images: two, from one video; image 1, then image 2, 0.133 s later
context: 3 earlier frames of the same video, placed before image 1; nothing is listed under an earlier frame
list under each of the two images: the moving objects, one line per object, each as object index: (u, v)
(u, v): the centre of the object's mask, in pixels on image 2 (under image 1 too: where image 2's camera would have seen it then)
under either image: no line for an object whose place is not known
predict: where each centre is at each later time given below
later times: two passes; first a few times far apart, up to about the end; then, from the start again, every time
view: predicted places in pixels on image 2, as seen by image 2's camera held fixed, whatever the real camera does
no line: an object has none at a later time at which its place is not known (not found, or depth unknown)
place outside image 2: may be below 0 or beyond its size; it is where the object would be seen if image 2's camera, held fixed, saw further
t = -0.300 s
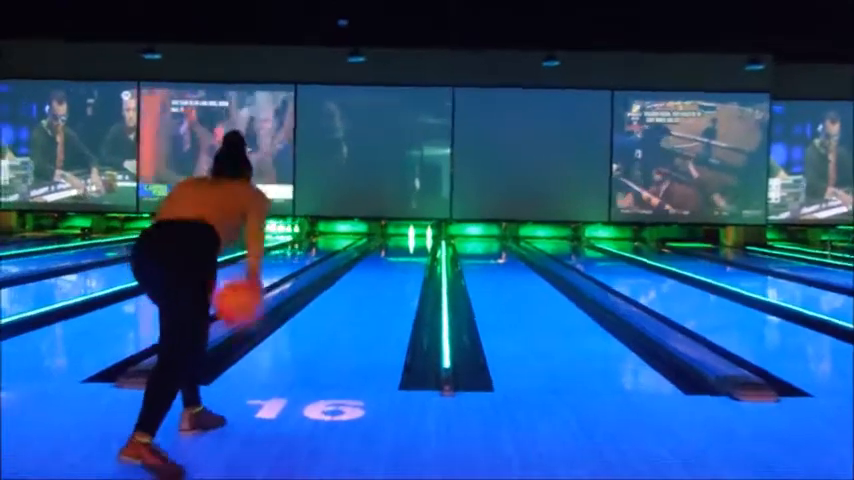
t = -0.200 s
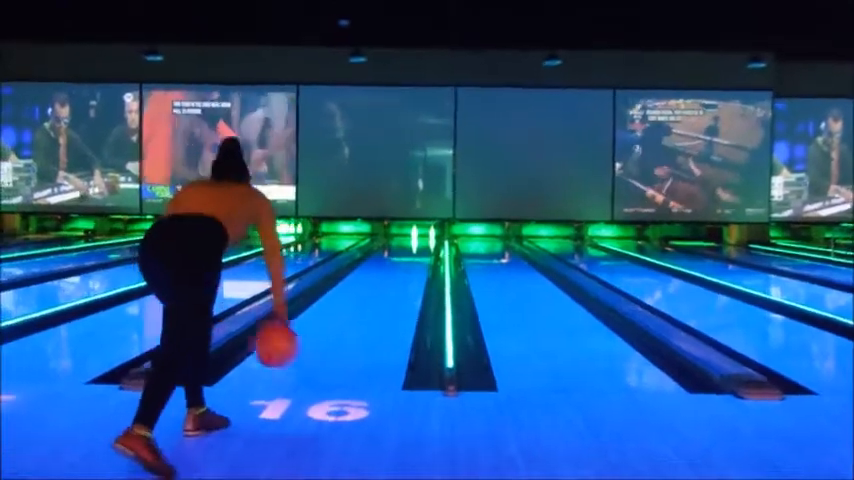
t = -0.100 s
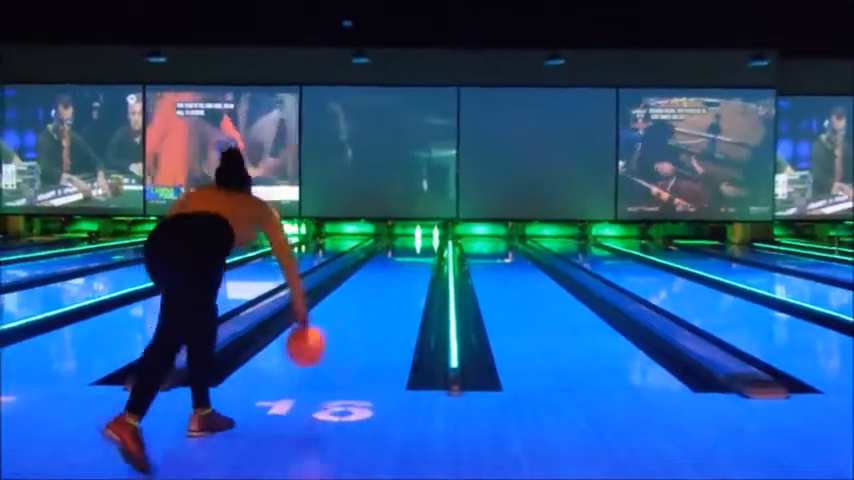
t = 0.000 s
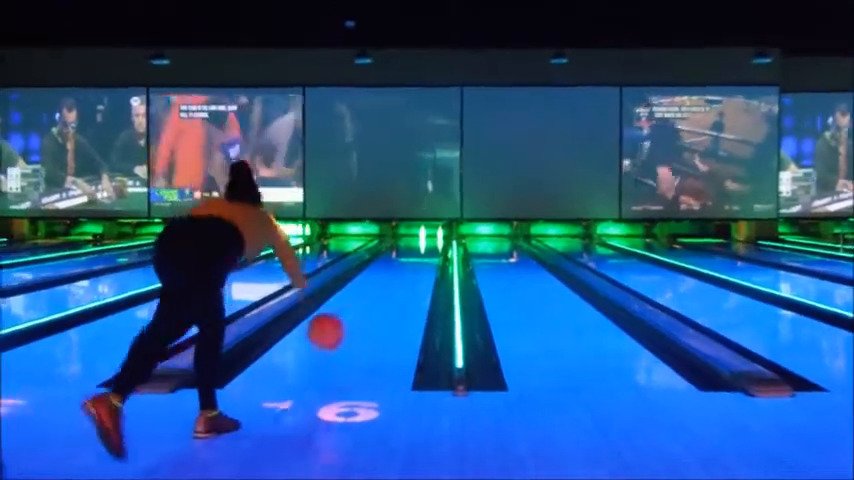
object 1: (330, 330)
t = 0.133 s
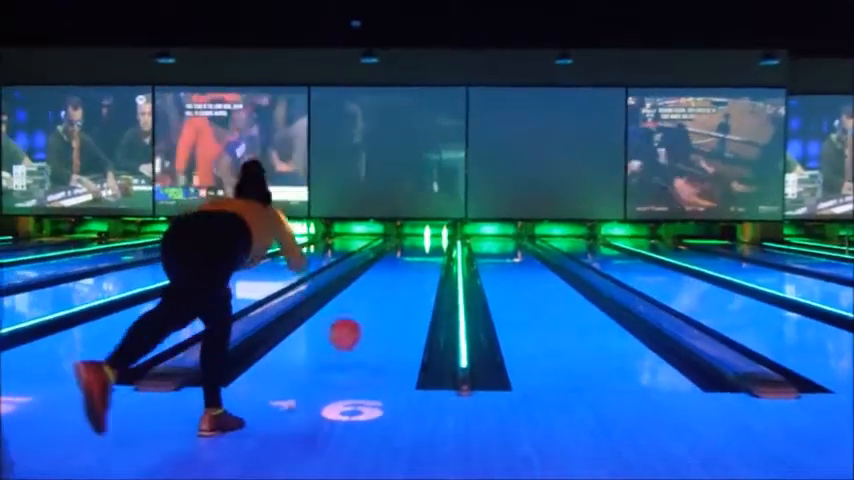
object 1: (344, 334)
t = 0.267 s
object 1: (356, 330)
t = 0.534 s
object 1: (373, 309)
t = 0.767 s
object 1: (384, 294)
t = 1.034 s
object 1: (392, 283)
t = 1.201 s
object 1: (397, 277)
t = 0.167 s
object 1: (348, 339)
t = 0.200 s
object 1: (351, 339)
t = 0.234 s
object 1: (354, 334)
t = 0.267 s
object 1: (356, 330)
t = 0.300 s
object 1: (359, 329)
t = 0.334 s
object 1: (361, 325)
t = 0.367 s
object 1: (364, 322)
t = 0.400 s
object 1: (366, 319)
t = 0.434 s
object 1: (368, 317)
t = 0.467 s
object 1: (370, 314)
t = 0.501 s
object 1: (372, 312)
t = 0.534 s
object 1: (373, 309)
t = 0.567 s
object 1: (374, 307)
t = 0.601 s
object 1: (376, 305)
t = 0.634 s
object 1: (378, 302)
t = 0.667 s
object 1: (379, 300)
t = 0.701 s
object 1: (381, 298)
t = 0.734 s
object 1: (383, 296)
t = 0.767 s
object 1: (384, 294)
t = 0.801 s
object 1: (385, 293)
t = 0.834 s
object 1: (387, 291)
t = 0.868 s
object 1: (388, 290)
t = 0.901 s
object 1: (388, 288)
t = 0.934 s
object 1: (389, 287)
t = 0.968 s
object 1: (391, 285)
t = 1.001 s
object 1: (392, 283)
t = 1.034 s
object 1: (392, 283)
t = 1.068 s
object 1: (393, 282)
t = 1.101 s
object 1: (396, 279)
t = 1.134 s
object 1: (396, 278)
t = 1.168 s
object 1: (397, 277)
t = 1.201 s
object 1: (397, 277)
